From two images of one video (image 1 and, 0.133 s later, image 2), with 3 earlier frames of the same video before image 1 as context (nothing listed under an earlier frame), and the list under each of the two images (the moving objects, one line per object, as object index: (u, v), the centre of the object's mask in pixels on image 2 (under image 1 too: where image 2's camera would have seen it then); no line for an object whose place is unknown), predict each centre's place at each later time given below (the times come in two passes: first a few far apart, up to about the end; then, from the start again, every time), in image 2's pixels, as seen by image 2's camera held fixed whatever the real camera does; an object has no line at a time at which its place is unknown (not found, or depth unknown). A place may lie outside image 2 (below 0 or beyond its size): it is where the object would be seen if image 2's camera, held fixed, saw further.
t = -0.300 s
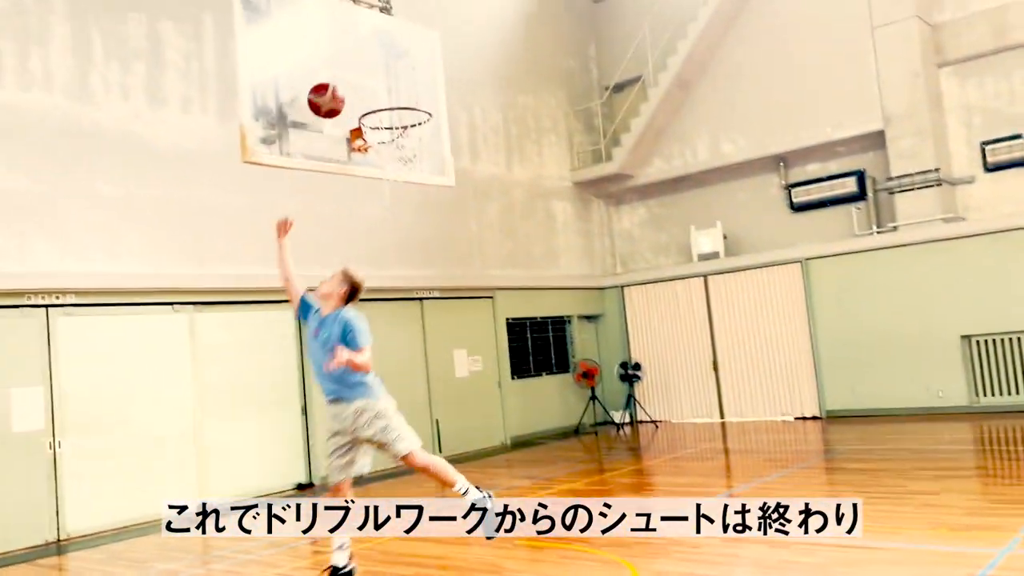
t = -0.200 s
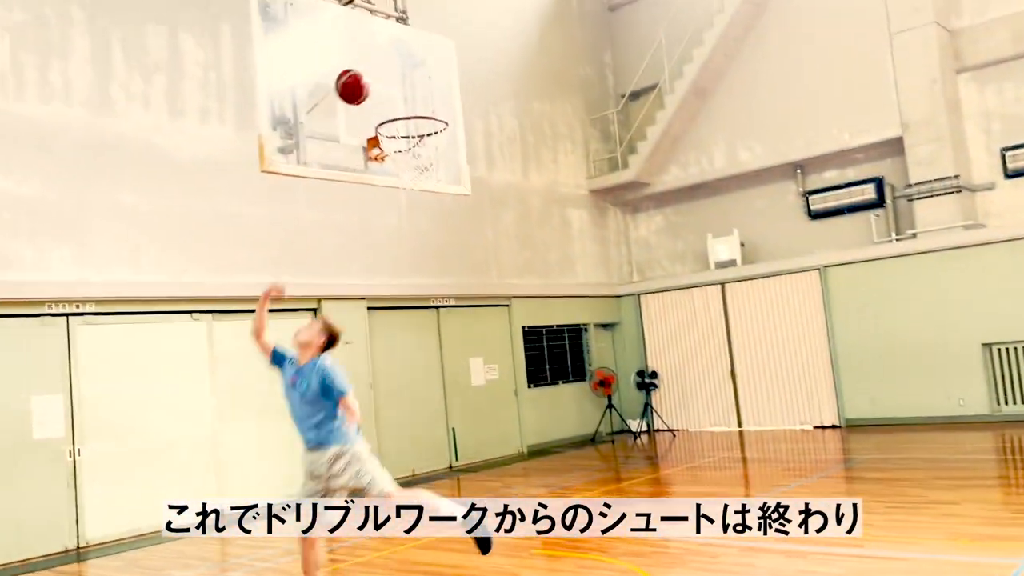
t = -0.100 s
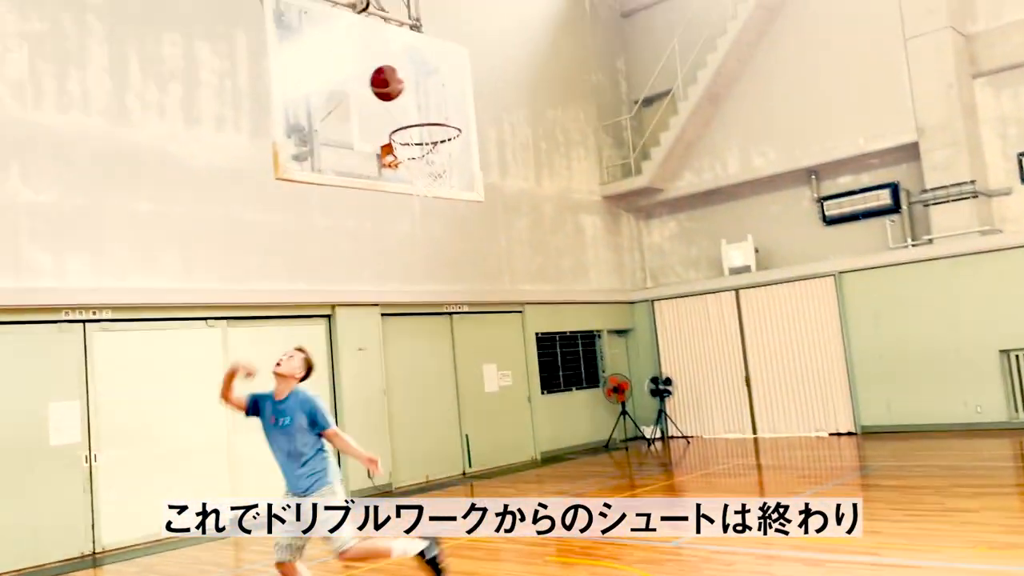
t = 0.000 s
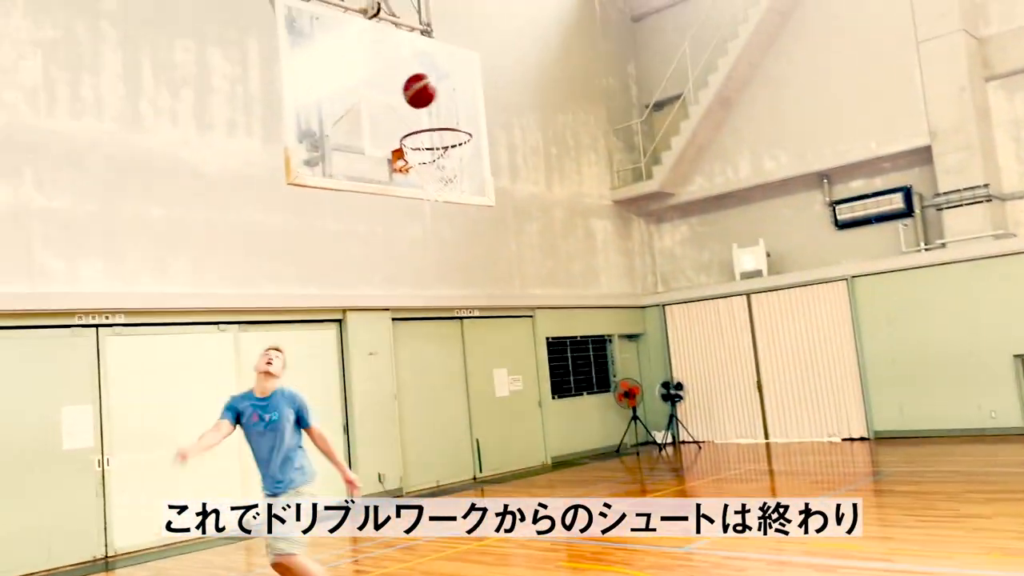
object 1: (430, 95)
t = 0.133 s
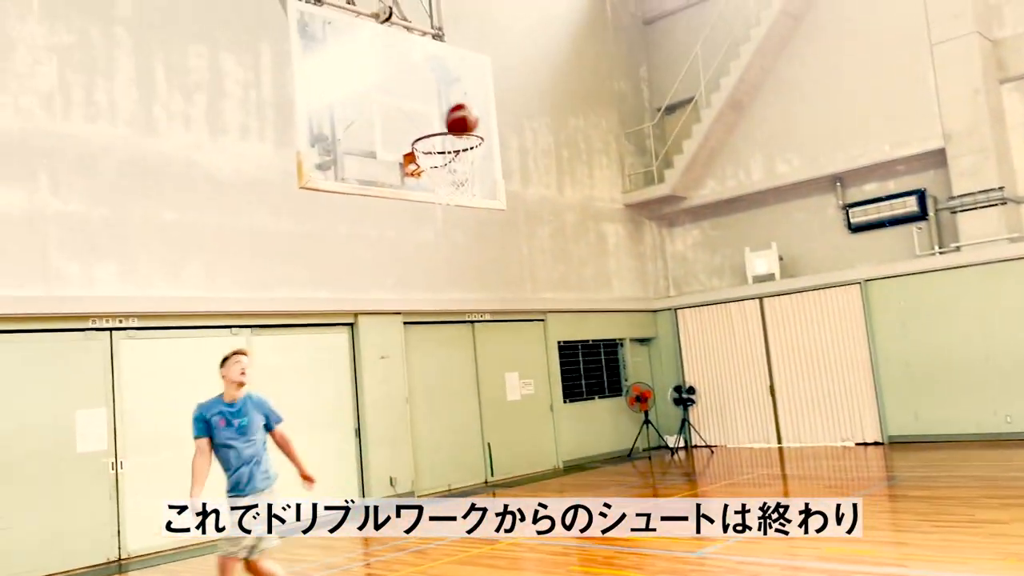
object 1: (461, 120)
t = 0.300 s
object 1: (429, 143)
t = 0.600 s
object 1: (451, 190)
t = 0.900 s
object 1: (436, 365)
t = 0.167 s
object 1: (467, 130)
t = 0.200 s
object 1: (458, 132)
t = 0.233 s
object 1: (447, 134)
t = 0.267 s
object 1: (438, 138)
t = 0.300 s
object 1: (429, 143)
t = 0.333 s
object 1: (438, 142)
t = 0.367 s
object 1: (446, 142)
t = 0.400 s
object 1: (454, 144)
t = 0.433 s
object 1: (464, 147)
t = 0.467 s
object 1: (464, 152)
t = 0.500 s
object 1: (460, 160)
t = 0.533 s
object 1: (458, 169)
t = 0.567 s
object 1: (455, 179)
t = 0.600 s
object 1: (451, 190)
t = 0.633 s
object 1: (449, 204)
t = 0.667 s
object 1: (447, 218)
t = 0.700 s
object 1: (445, 233)
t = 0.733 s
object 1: (444, 251)
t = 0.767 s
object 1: (442, 270)
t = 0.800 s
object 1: (441, 292)
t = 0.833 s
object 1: (439, 315)
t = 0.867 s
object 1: (437, 338)
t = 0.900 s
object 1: (436, 365)
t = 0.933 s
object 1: (434, 394)
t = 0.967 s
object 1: (434, 423)
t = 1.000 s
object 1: (432, 456)
